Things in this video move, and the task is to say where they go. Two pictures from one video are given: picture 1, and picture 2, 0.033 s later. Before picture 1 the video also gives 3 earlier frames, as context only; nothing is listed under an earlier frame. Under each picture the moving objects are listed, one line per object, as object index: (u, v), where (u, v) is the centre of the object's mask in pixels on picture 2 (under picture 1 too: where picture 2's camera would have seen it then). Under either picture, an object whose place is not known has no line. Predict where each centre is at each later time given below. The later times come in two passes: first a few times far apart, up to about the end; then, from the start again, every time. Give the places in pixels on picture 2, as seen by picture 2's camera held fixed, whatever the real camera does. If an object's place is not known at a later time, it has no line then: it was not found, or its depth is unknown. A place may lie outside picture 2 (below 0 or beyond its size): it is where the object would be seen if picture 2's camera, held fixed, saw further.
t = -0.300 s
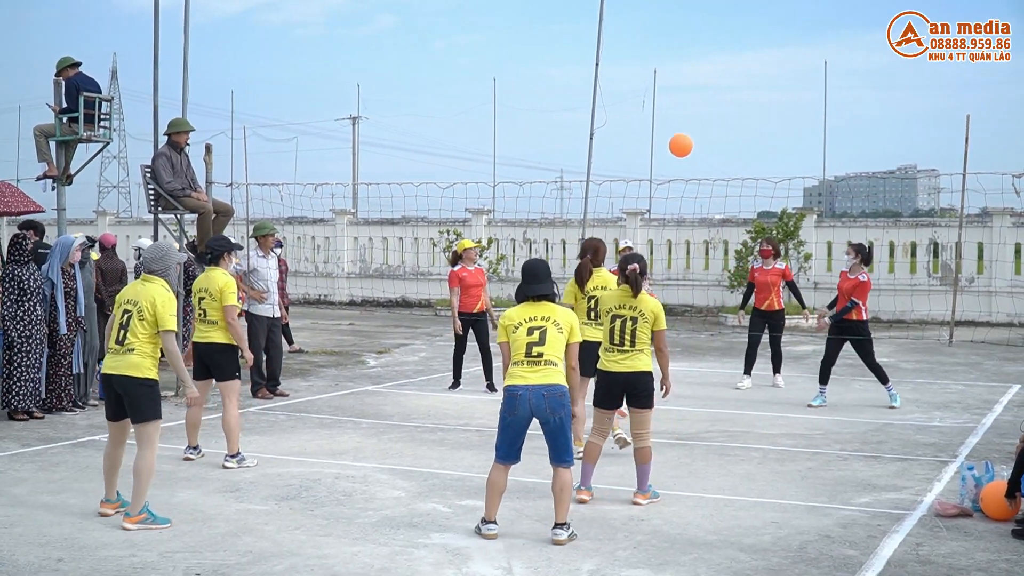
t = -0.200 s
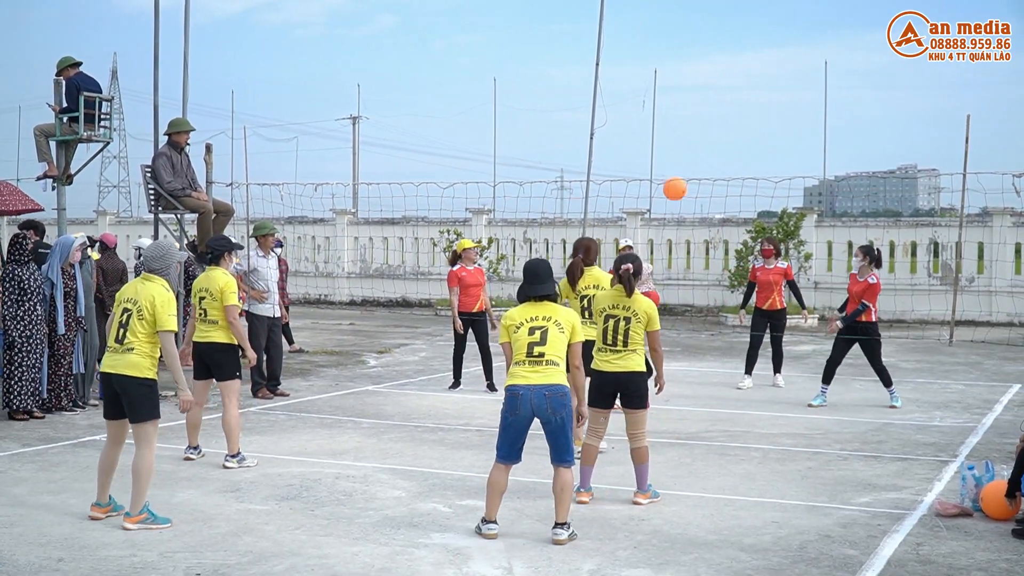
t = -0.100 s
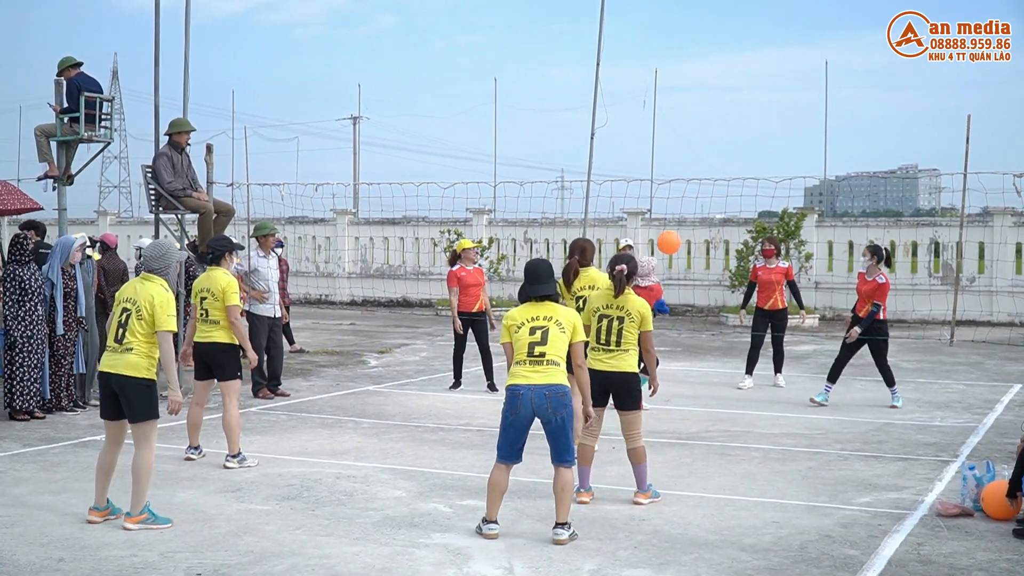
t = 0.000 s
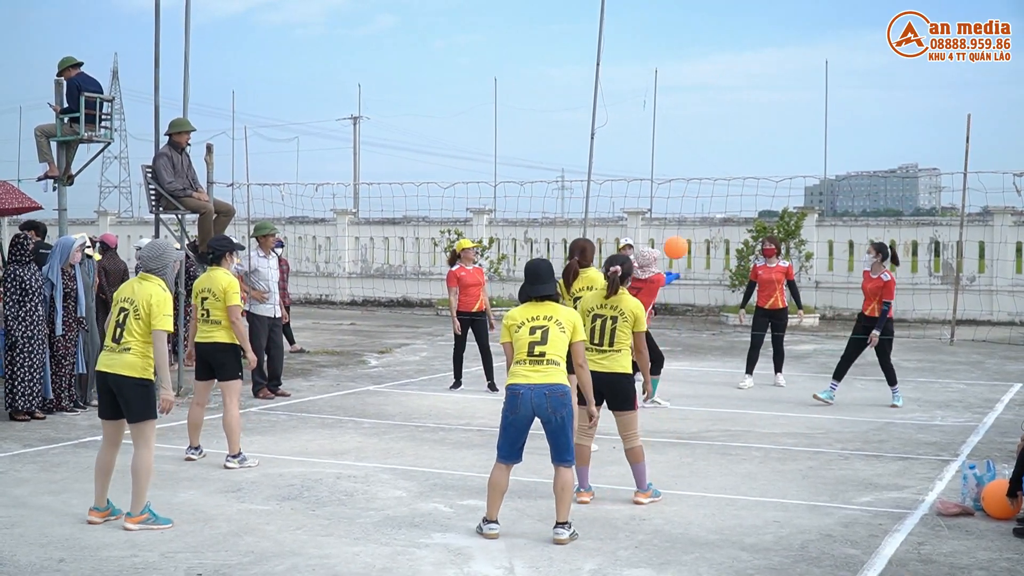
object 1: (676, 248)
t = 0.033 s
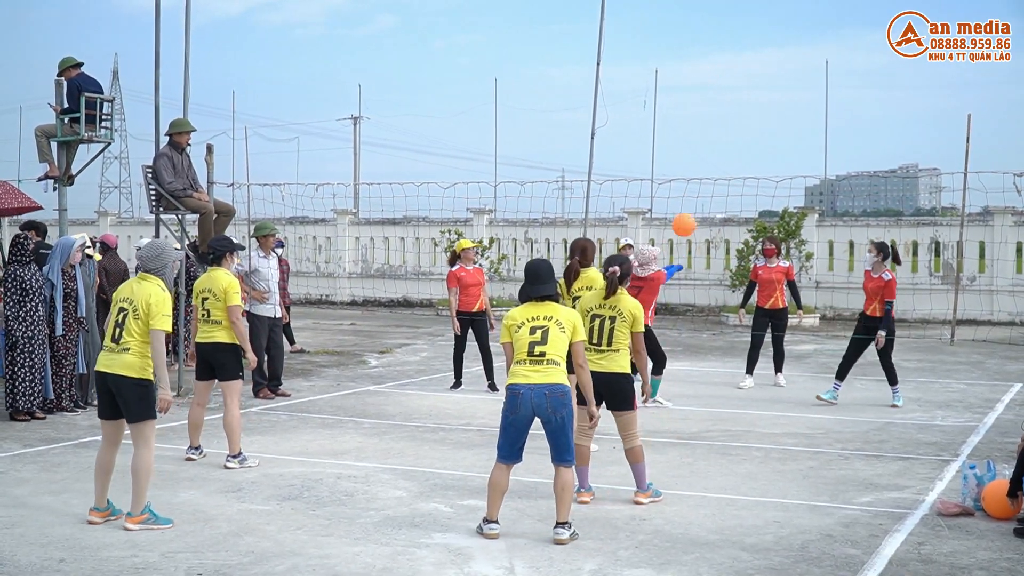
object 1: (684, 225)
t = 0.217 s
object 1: (727, 119)
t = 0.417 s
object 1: (773, 45)
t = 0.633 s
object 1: (820, 14)
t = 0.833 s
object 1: (861, 27)
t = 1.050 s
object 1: (903, 89)
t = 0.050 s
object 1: (688, 214)
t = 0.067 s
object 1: (692, 203)
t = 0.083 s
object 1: (696, 192)
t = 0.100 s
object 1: (700, 182)
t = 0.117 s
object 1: (704, 172)
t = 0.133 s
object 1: (708, 163)
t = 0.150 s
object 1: (712, 153)
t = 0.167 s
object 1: (716, 144)
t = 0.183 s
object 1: (720, 136)
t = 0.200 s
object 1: (723, 127)
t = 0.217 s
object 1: (727, 119)
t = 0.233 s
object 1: (731, 111)
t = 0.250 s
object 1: (735, 104)
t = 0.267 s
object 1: (739, 97)
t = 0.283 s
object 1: (743, 90)
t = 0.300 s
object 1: (747, 83)
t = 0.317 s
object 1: (751, 77)
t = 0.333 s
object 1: (754, 71)
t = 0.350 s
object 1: (758, 65)
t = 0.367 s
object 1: (761, 60)
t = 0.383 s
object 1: (765, 55)
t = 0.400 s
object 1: (769, 50)
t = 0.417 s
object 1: (773, 45)
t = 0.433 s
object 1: (776, 41)
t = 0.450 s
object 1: (780, 37)
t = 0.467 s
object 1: (784, 34)
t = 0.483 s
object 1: (788, 30)
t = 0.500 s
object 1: (791, 27)
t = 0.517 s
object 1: (795, 25)
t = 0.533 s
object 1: (798, 22)
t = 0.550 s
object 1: (802, 20)
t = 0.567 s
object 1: (806, 18)
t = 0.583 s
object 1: (809, 17)
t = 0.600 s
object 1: (813, 15)
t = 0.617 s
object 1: (816, 14)
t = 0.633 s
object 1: (820, 14)
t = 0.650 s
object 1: (823, 13)
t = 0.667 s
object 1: (827, 13)
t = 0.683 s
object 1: (830, 13)
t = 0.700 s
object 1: (834, 13)
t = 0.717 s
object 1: (837, 14)
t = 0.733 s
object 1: (840, 15)
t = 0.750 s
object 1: (844, 17)
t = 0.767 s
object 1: (847, 18)
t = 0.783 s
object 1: (851, 20)
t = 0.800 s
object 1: (854, 22)
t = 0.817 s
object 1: (857, 25)
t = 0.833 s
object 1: (861, 27)
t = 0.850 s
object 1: (864, 30)
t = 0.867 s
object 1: (868, 34)
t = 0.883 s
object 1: (871, 37)
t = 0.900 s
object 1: (874, 41)
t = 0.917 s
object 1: (877, 45)
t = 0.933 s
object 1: (881, 50)
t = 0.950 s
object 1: (884, 54)
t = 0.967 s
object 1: (887, 59)
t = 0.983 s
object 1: (891, 65)
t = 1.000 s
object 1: (893, 70)
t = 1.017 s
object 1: (897, 76)
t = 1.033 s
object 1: (899, 82)
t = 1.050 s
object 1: (903, 89)
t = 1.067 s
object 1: (906, 95)
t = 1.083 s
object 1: (908, 102)
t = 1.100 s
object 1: (911, 110)
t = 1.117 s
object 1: (914, 117)
